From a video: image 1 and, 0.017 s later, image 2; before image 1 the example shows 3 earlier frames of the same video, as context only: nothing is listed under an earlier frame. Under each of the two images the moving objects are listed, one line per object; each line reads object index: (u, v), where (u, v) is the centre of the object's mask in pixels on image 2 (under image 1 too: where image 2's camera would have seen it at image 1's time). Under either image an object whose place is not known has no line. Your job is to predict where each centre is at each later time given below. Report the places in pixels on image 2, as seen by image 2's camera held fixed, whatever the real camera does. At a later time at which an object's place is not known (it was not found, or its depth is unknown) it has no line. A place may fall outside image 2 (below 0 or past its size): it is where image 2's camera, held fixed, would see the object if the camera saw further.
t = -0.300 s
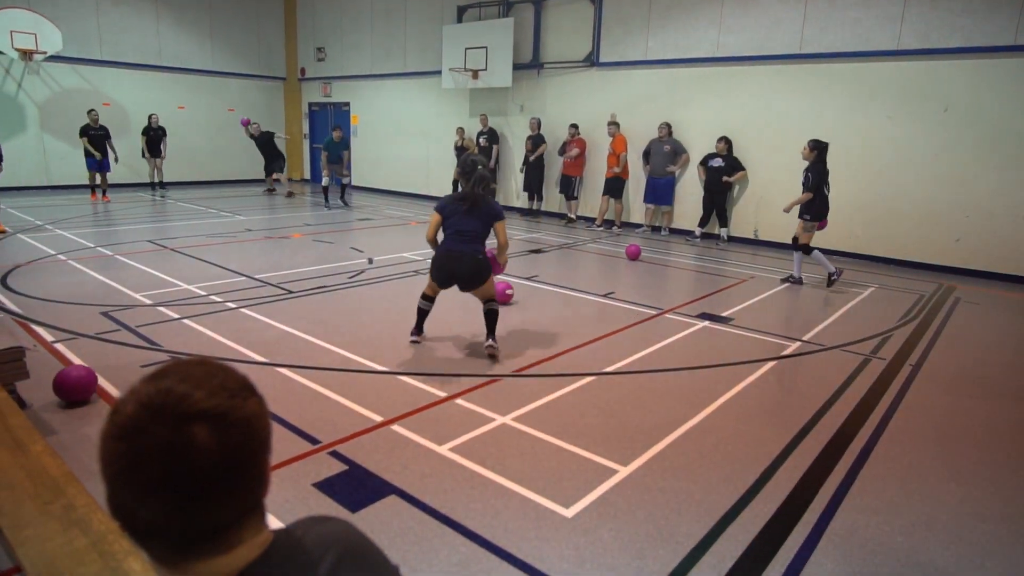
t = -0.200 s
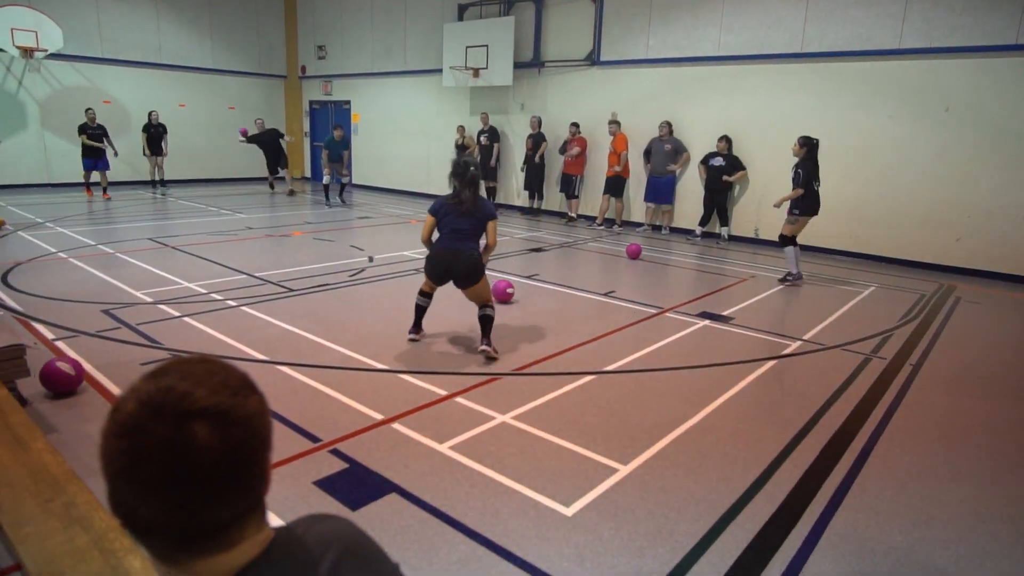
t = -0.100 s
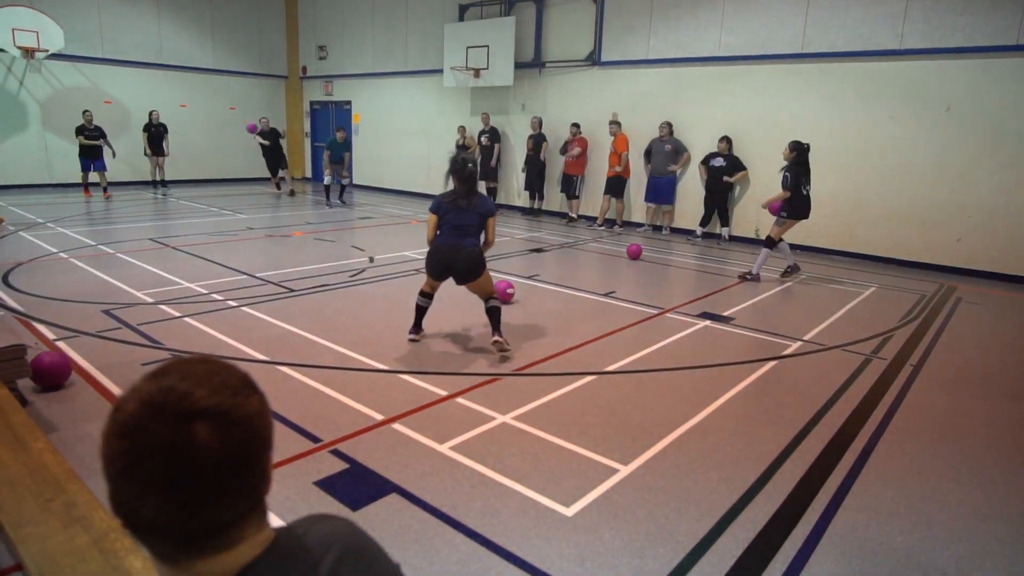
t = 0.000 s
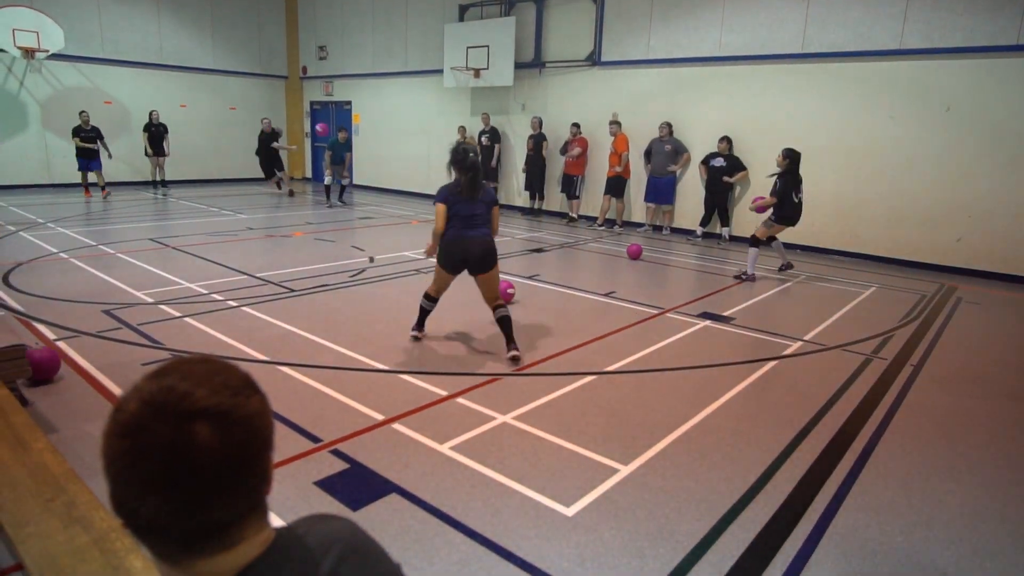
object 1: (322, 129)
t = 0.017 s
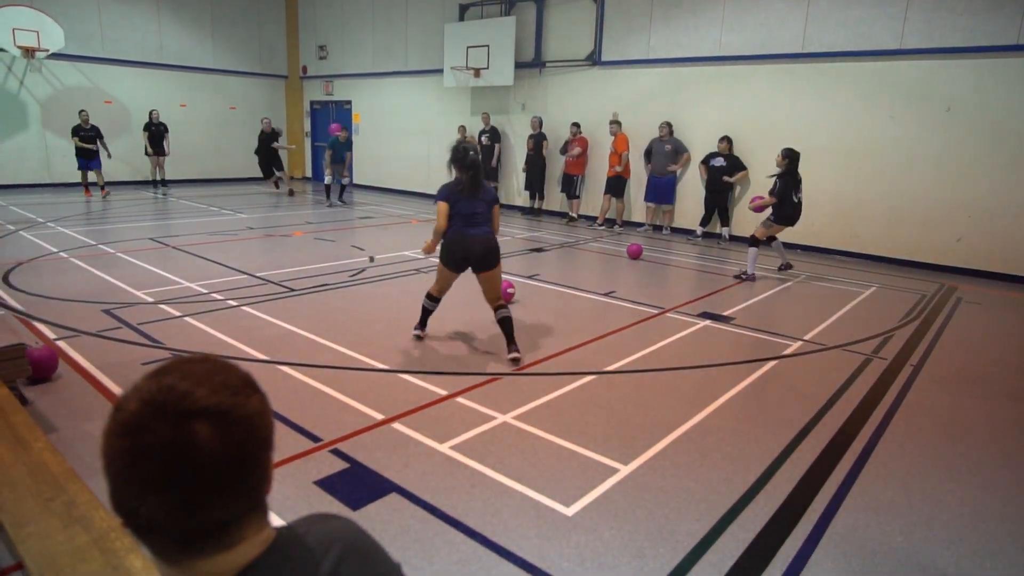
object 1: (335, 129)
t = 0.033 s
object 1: (351, 131)
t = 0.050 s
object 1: (366, 133)
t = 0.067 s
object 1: (383, 135)
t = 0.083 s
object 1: (399, 137)
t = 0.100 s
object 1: (417, 139)
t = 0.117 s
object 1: (436, 142)
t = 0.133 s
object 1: (454, 144)
